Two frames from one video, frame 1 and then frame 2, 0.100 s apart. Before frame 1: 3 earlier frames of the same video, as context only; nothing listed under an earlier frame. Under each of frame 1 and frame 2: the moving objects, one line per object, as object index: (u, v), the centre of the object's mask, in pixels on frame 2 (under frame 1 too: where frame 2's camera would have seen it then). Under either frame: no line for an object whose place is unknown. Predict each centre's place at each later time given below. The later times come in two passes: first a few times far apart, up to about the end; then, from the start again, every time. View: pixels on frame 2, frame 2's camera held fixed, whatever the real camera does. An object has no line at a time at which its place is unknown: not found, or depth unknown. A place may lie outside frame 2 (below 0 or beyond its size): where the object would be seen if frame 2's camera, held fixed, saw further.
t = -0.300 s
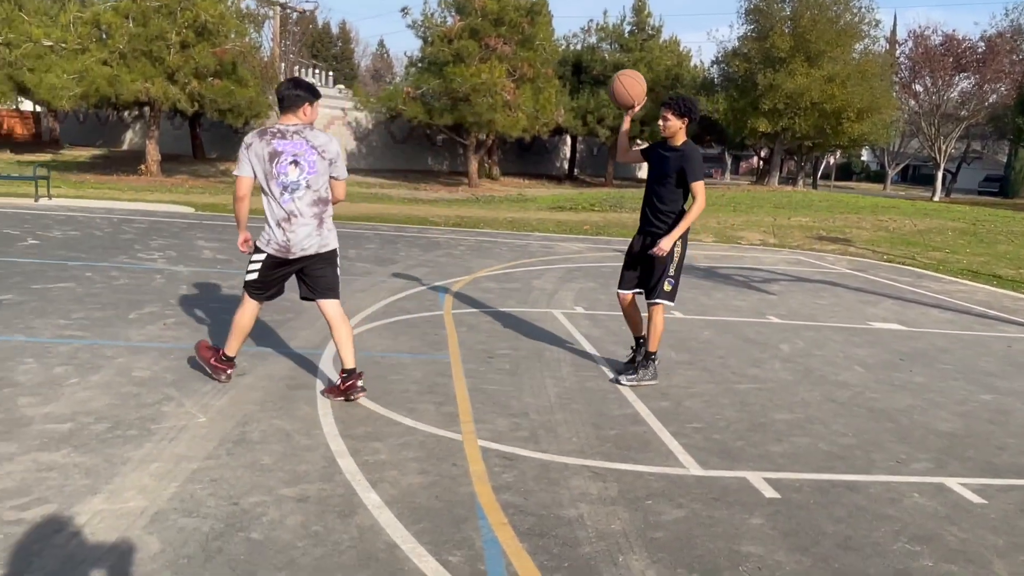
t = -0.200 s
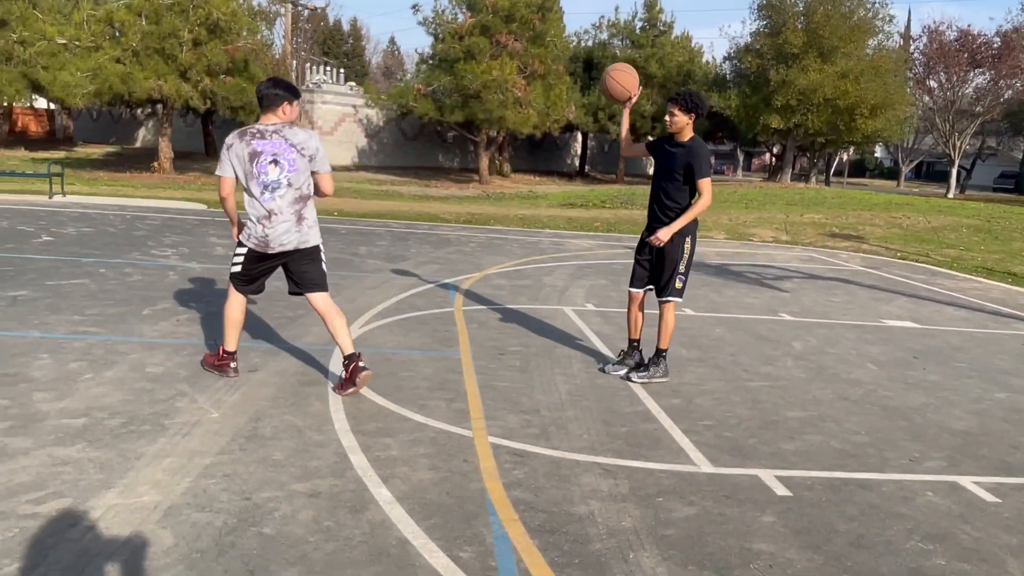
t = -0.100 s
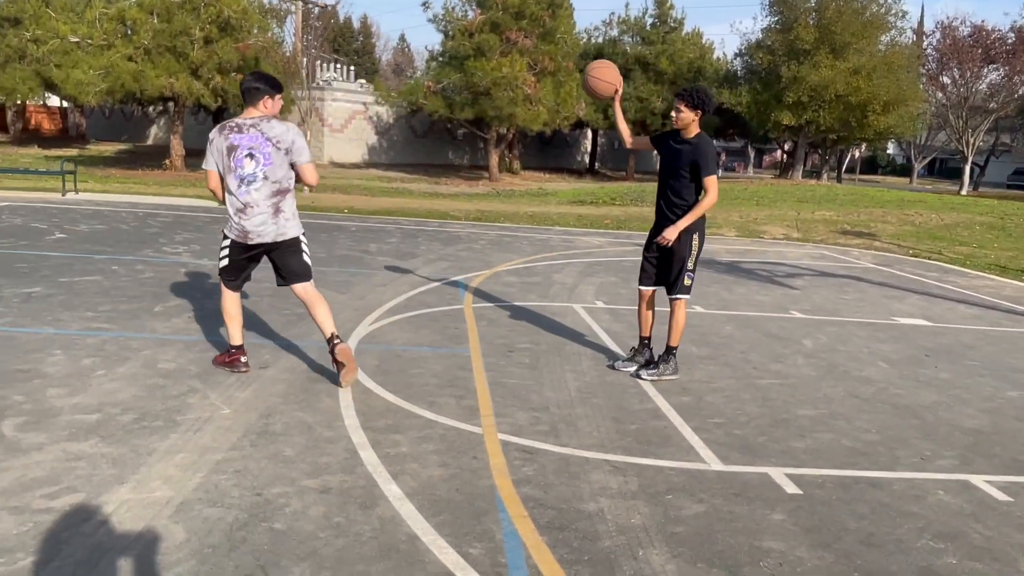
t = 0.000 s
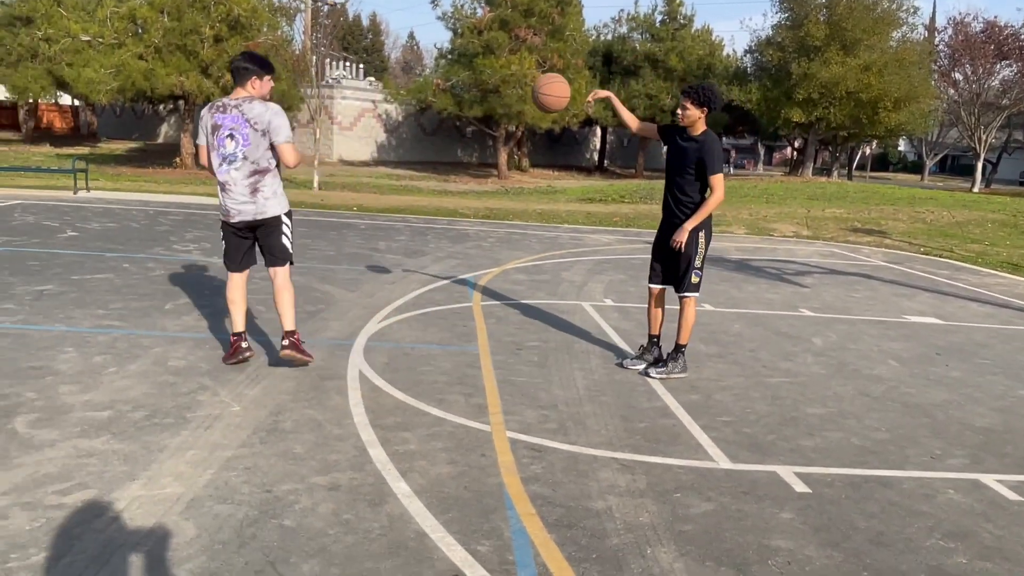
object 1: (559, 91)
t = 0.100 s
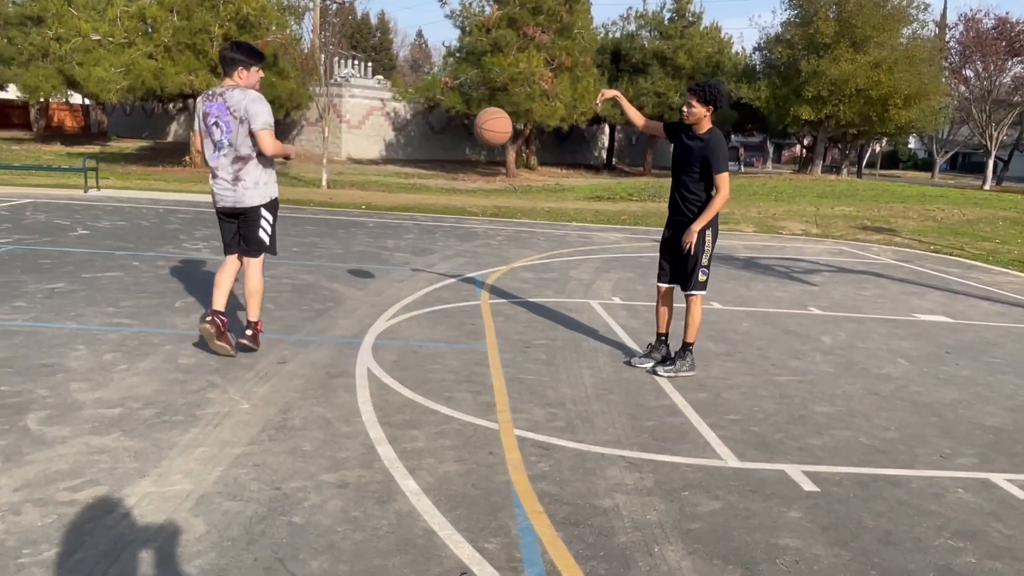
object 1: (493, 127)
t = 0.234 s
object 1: (406, 198)
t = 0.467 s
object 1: (276, 287)
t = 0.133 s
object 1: (472, 142)
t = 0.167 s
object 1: (450, 159)
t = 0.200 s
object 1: (428, 178)
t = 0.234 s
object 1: (406, 198)
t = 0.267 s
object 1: (385, 220)
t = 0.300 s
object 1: (363, 243)
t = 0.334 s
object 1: (342, 268)
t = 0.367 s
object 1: (321, 294)
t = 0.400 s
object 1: (300, 322)
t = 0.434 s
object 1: (288, 308)
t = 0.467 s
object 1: (276, 287)
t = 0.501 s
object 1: (264, 268)
